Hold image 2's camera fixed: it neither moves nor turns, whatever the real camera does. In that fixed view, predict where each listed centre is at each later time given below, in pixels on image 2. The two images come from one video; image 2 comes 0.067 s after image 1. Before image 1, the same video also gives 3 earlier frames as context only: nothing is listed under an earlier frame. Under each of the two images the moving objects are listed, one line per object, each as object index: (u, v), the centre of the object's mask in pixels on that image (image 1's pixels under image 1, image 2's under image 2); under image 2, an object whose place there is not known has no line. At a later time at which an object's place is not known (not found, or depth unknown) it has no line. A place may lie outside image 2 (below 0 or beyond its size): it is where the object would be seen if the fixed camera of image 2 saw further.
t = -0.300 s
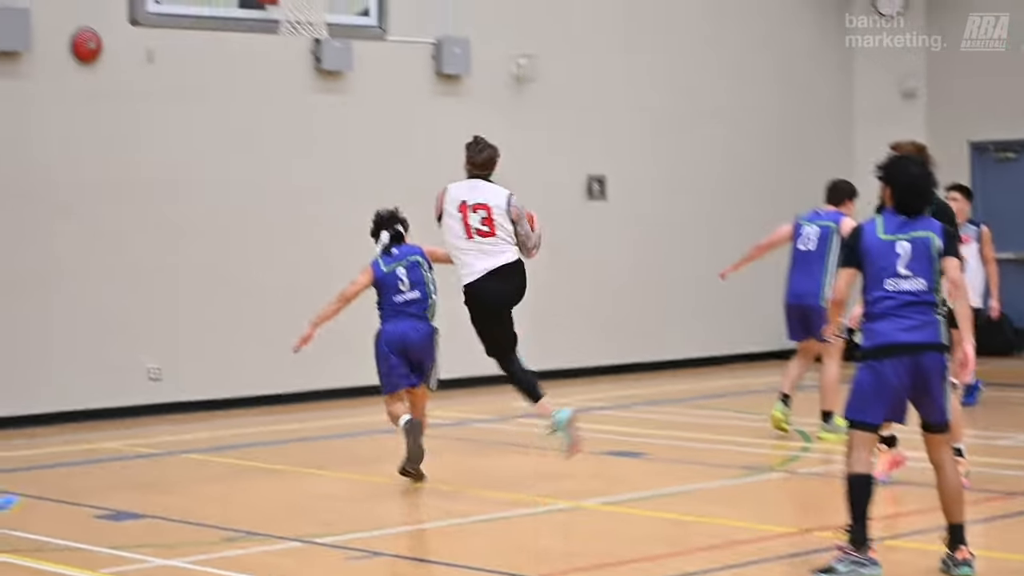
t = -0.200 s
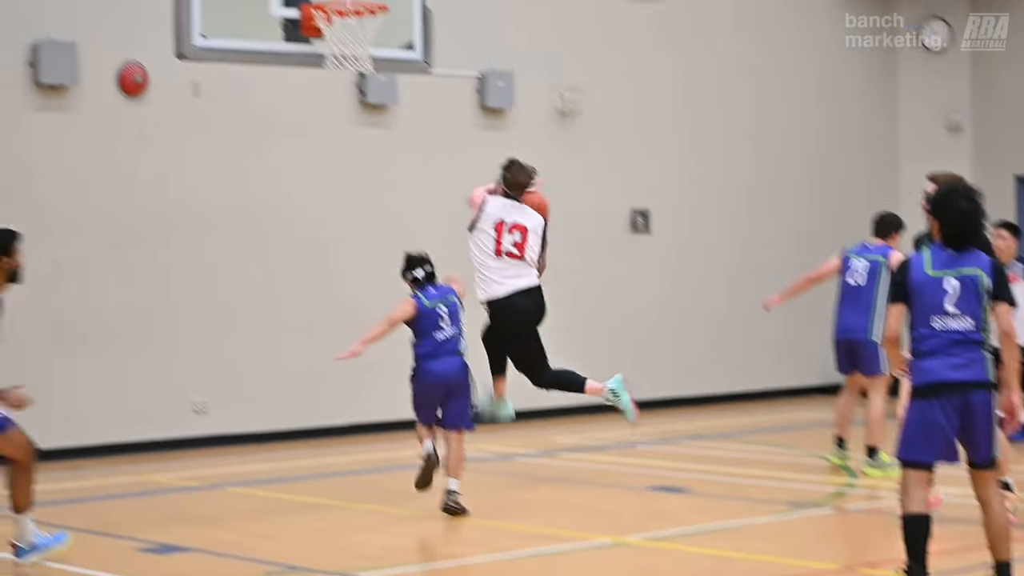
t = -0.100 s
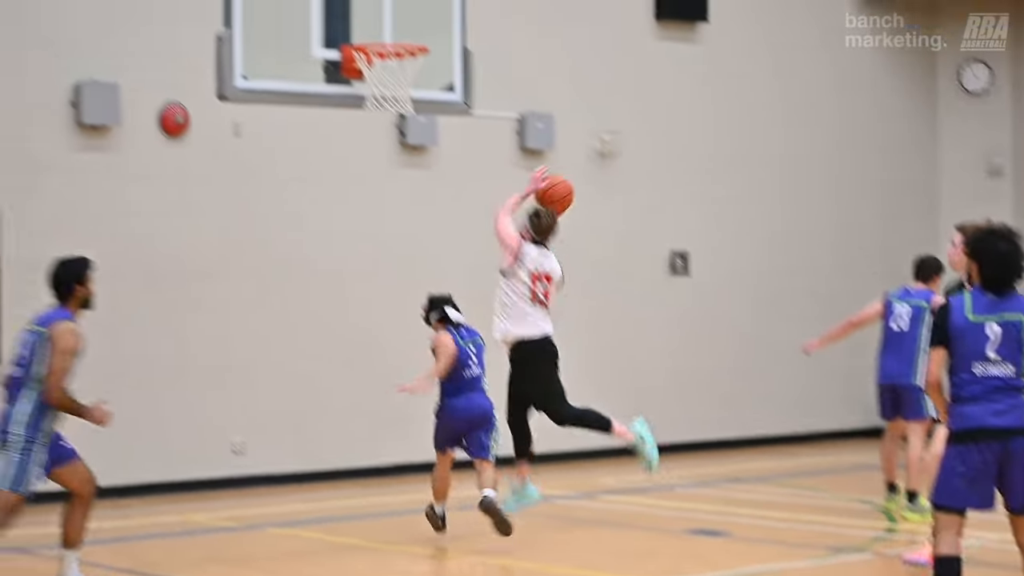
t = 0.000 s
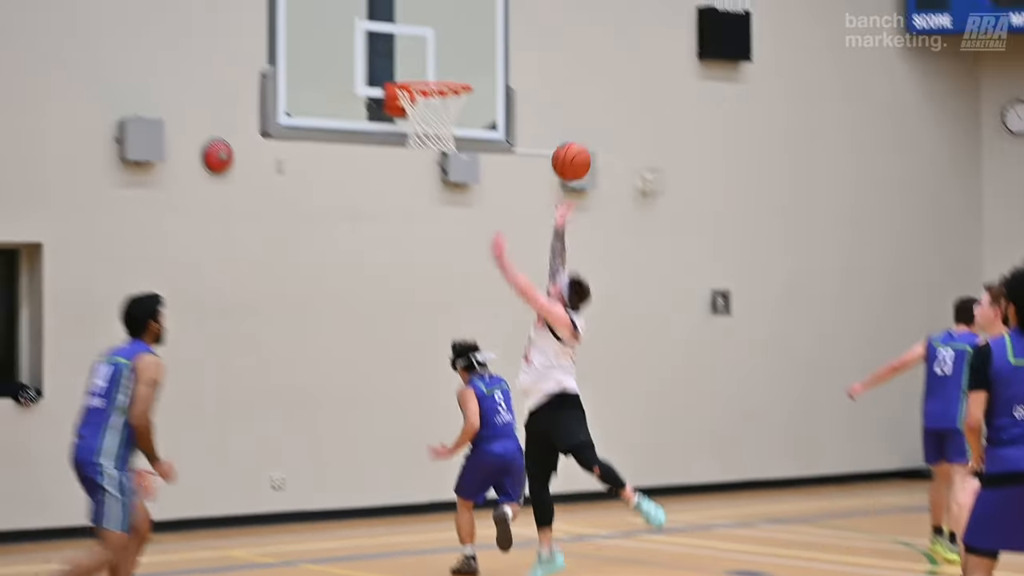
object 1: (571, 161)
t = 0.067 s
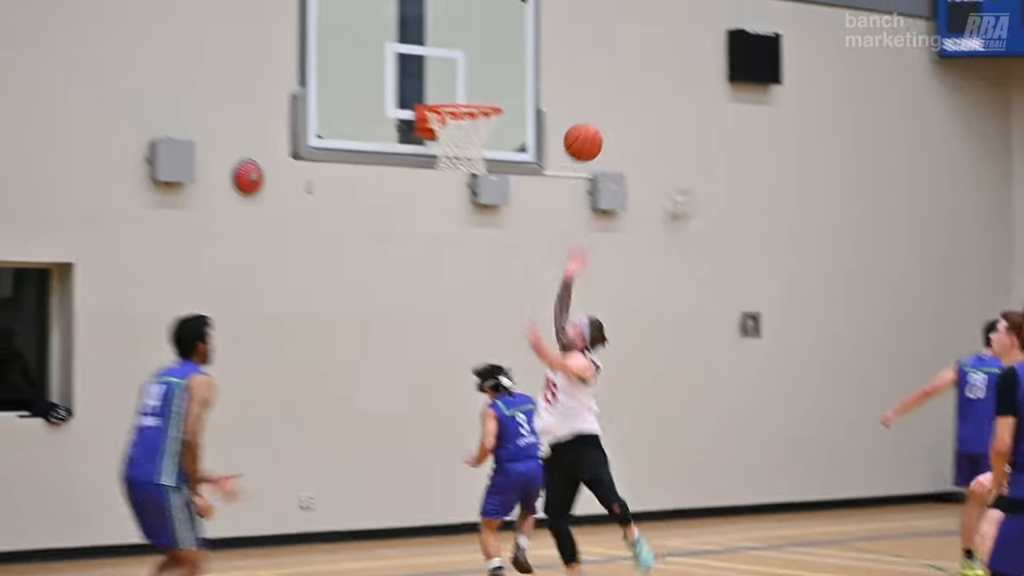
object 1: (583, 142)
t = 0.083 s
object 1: (579, 133)
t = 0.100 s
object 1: (574, 124)
